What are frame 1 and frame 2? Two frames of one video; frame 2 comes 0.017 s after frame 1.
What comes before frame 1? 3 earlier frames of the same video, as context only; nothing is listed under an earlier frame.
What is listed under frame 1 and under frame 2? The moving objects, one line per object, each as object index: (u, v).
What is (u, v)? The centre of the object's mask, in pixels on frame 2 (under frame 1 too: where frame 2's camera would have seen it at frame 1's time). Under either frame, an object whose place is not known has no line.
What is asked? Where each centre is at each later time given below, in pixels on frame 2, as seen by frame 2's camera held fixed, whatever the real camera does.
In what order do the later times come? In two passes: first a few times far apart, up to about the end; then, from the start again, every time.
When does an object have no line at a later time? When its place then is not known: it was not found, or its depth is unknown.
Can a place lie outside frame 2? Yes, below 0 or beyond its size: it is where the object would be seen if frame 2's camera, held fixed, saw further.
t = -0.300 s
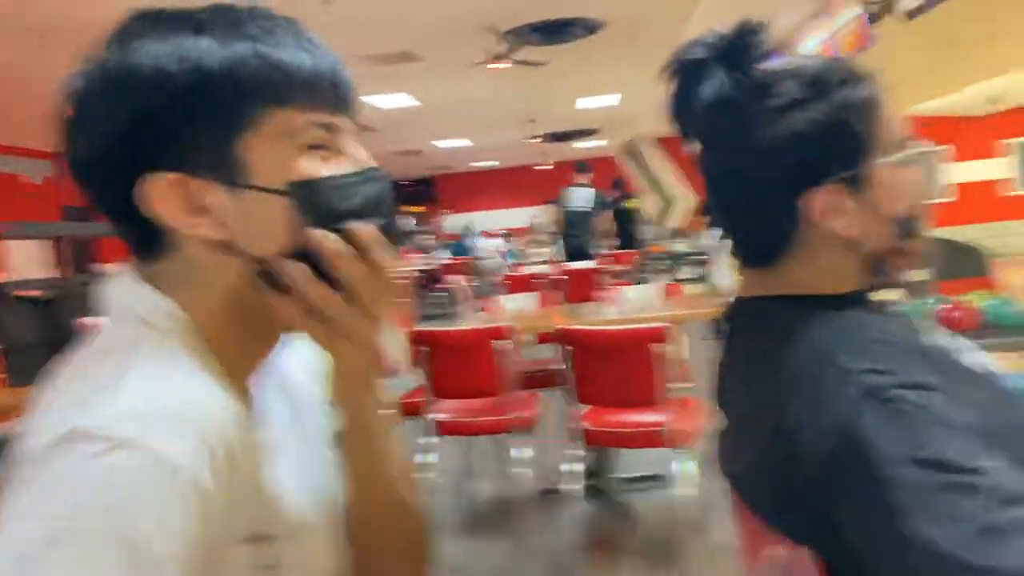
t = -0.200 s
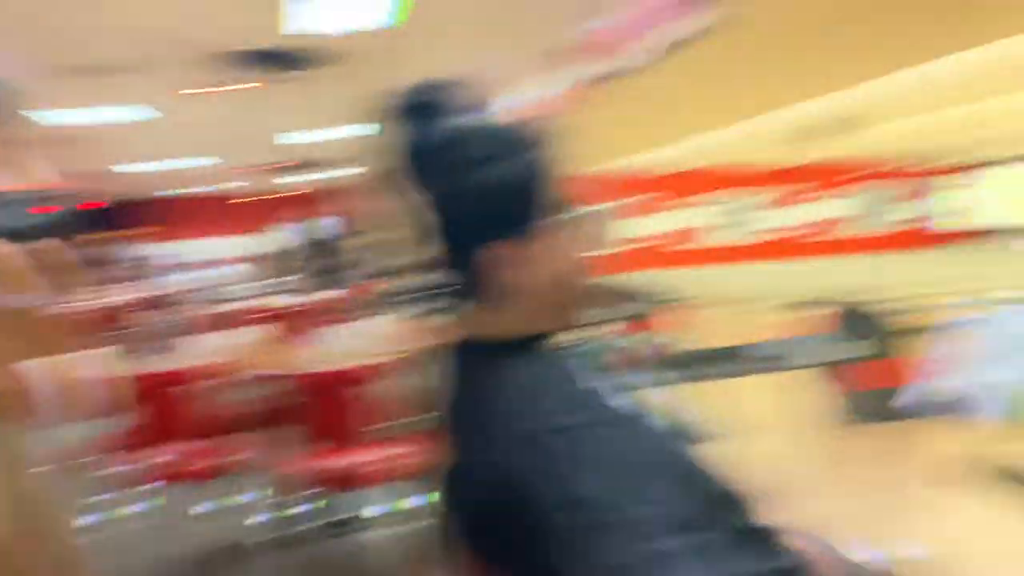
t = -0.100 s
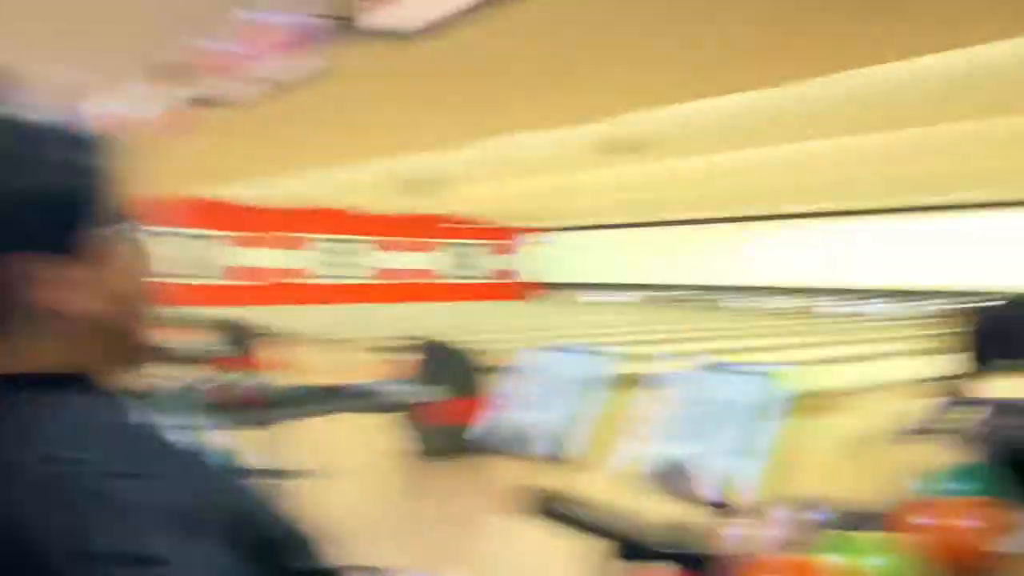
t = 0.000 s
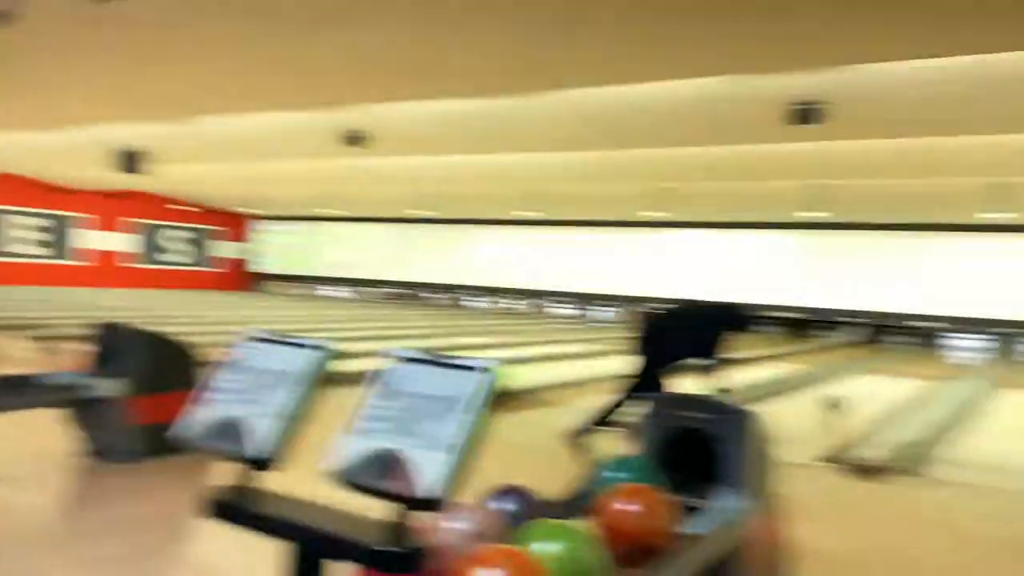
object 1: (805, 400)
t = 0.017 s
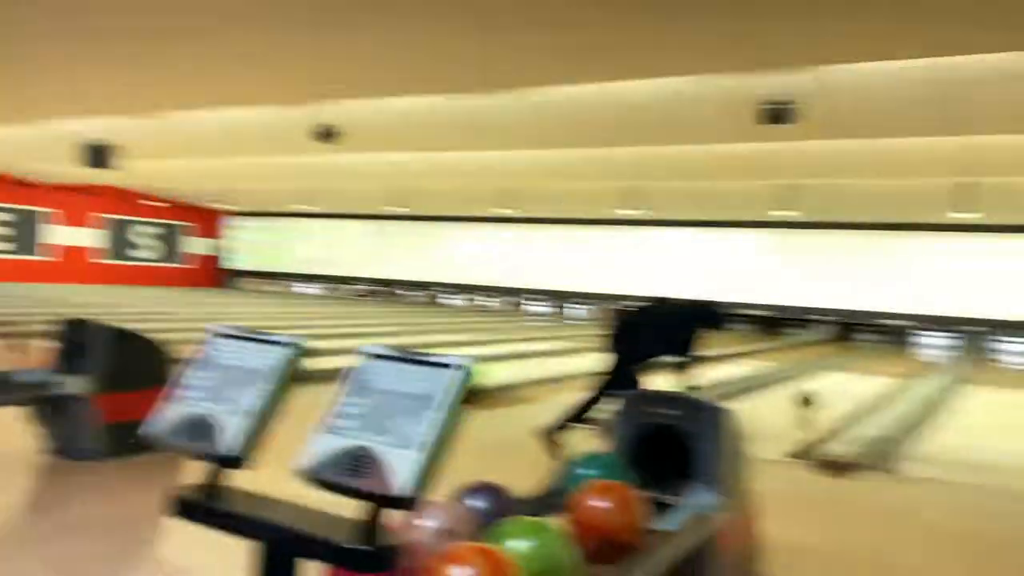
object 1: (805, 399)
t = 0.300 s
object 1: (831, 383)
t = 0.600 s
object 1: (854, 371)
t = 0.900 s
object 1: (871, 364)
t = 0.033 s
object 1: (803, 397)
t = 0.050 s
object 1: (803, 397)
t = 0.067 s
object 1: (805, 396)
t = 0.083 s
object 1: (808, 395)
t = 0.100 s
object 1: (810, 394)
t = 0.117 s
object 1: (812, 393)
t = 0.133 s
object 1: (814, 392)
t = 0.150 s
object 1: (816, 391)
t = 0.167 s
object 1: (818, 390)
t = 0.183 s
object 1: (820, 389)
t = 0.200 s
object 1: (822, 388)
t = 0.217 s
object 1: (823, 387)
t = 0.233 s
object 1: (825, 386)
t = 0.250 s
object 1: (827, 385)
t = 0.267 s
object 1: (828, 384)
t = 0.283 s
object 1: (830, 384)
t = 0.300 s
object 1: (831, 383)
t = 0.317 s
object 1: (833, 382)
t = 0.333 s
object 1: (834, 382)
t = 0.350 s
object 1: (836, 381)
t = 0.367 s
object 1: (837, 380)
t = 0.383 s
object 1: (839, 379)
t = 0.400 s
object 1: (840, 379)
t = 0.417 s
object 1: (841, 378)
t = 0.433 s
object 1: (843, 378)
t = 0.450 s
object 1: (844, 377)
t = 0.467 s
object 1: (845, 376)
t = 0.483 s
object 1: (846, 376)
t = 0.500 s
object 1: (847, 375)
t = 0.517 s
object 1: (848, 374)
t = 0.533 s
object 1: (849, 373)
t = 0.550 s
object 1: (850, 373)
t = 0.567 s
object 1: (851, 372)
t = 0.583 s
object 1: (853, 372)
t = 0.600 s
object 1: (854, 371)
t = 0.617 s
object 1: (855, 371)
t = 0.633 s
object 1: (856, 370)
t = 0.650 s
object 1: (857, 370)
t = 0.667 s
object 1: (858, 370)
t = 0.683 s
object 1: (859, 369)
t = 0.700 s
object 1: (860, 369)
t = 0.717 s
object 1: (862, 369)
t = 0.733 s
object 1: (862, 369)
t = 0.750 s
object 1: (864, 367)
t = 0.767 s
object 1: (864, 368)
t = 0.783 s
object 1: (866, 367)
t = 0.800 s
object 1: (867, 366)
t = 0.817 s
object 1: (867, 365)
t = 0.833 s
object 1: (868, 366)
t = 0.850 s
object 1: (869, 364)
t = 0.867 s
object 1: (870, 364)
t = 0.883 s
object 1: (870, 364)
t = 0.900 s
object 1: (871, 364)
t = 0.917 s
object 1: (873, 362)
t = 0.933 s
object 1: (873, 362)
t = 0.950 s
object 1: (874, 362)
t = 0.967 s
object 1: (874, 361)
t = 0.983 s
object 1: (875, 361)
